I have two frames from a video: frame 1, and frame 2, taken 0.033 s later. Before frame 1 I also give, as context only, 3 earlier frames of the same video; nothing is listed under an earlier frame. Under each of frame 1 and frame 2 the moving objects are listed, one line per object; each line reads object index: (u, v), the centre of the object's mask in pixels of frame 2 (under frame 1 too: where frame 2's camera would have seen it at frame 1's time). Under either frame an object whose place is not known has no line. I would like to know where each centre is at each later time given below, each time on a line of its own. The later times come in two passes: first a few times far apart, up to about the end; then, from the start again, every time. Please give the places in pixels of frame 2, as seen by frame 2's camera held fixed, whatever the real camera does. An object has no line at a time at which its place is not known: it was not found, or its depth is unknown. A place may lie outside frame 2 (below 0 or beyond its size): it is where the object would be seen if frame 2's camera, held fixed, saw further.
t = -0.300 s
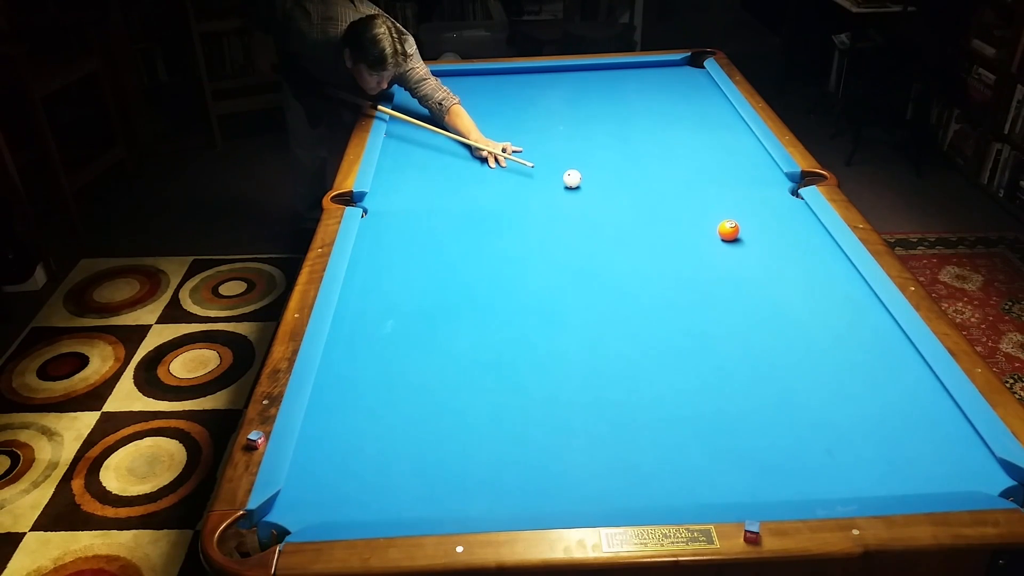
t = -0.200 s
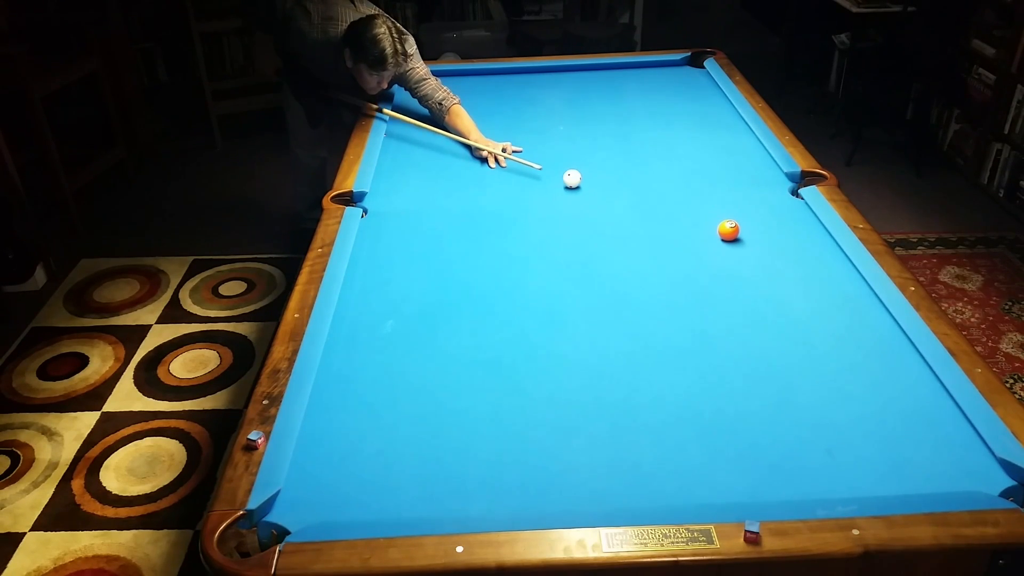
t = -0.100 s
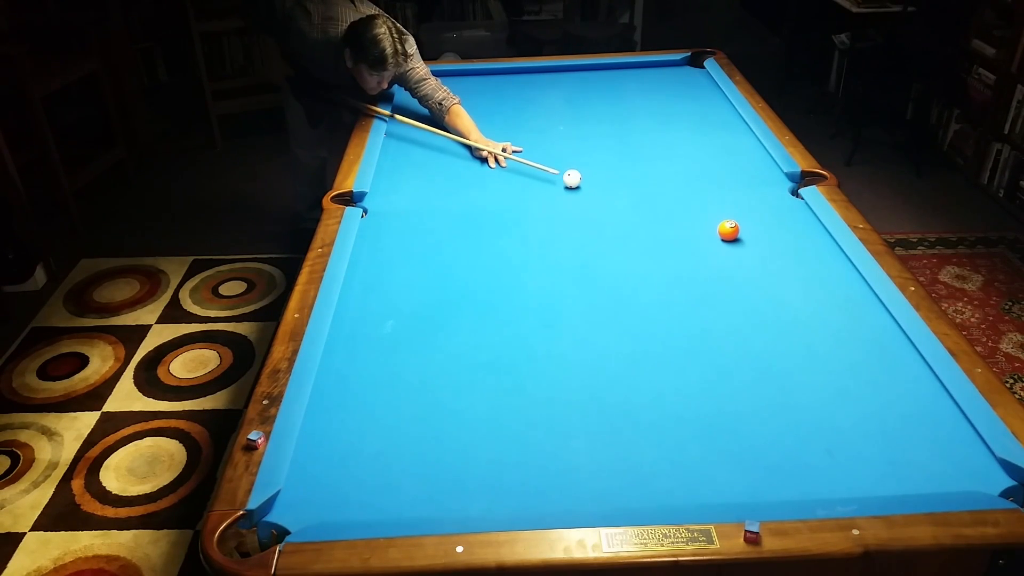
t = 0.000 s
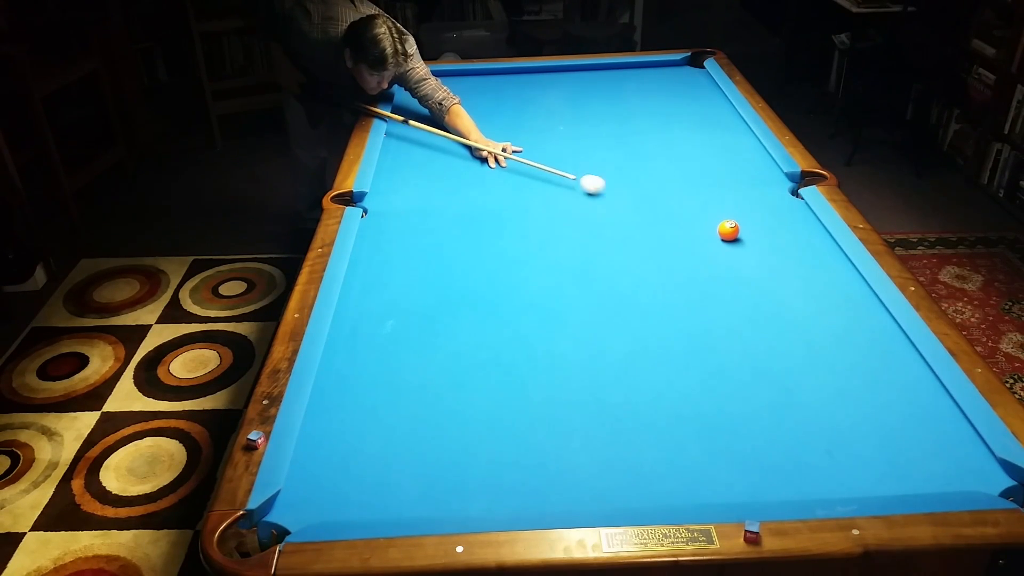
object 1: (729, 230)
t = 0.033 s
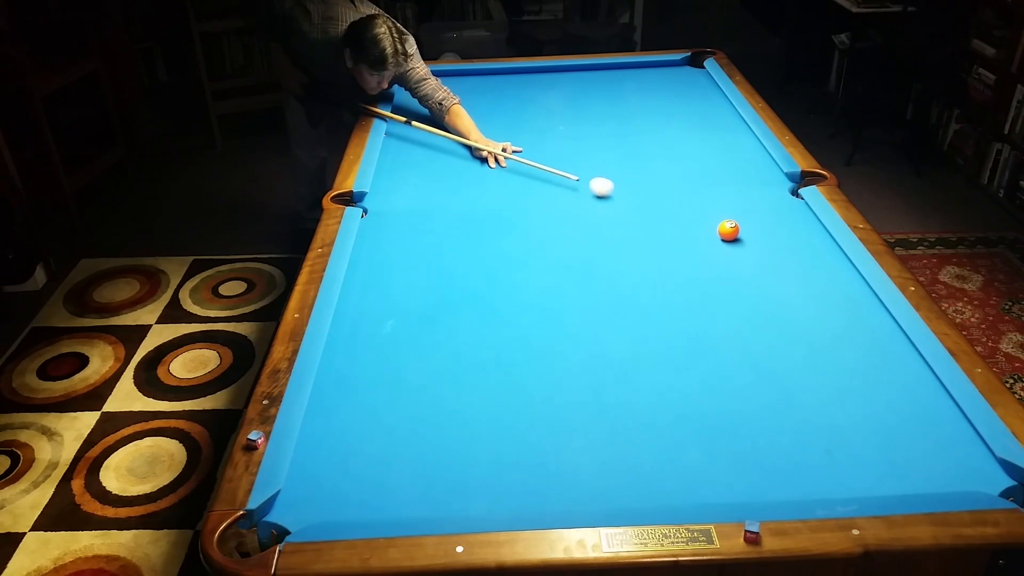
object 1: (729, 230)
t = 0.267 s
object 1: (729, 230)
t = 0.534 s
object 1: (737, 239)
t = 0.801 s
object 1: (762, 261)
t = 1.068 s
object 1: (788, 284)
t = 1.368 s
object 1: (819, 310)
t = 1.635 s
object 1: (846, 334)
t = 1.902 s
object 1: (875, 358)
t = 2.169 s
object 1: (902, 382)
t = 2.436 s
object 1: (929, 406)
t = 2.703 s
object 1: (955, 428)
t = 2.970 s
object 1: (968, 448)
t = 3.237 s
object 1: (974, 464)
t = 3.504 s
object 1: (981, 477)
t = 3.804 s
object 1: (987, 483)
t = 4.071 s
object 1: (991, 483)
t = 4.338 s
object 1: (994, 483)
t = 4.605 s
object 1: (996, 483)
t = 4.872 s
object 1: (996, 483)
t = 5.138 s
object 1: (997, 483)
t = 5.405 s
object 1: (997, 483)
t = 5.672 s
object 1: (997, 483)
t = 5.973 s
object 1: (997, 483)
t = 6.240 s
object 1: (997, 483)
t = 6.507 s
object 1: (997, 483)
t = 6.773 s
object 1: (996, 483)
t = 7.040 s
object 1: (997, 483)
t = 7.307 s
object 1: (997, 483)
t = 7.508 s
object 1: (997, 483)
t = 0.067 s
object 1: (729, 230)
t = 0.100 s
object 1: (729, 230)
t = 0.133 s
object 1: (729, 230)
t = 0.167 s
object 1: (729, 230)
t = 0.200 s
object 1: (729, 230)
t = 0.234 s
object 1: (729, 230)
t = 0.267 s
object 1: (729, 230)
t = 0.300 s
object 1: (729, 230)
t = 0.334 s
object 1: (729, 231)
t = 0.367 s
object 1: (729, 231)
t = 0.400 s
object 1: (729, 230)
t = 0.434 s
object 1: (728, 231)
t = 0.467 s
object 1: (731, 232)
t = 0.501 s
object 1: (734, 236)
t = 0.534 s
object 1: (737, 239)
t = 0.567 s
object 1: (740, 241)
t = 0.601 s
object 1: (743, 244)
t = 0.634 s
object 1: (746, 247)
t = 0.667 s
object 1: (749, 250)
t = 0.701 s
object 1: (752, 252)
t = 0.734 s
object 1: (755, 255)
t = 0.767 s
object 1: (759, 258)
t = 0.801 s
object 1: (762, 261)
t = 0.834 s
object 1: (765, 264)
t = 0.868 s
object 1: (768, 266)
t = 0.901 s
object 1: (772, 269)
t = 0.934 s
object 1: (775, 272)
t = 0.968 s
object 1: (778, 275)
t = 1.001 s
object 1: (781, 278)
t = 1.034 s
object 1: (784, 281)
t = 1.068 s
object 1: (788, 284)
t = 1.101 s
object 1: (791, 287)
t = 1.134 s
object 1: (795, 290)
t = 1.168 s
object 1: (798, 292)
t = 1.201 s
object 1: (801, 296)
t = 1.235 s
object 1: (805, 299)
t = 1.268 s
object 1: (808, 302)
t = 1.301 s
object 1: (812, 304)
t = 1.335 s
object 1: (815, 307)
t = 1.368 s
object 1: (819, 310)
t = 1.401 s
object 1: (822, 313)
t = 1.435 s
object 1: (825, 316)
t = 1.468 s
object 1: (829, 319)
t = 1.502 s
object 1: (833, 322)
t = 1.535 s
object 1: (836, 325)
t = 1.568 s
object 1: (839, 328)
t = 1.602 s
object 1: (843, 331)
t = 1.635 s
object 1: (846, 334)
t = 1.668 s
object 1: (850, 337)
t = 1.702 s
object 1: (854, 340)
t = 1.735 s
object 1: (857, 343)
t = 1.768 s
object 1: (861, 346)
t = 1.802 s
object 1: (864, 350)
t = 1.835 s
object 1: (868, 352)
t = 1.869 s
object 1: (871, 355)
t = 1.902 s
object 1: (875, 358)
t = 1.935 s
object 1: (878, 361)
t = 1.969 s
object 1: (882, 364)
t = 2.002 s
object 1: (885, 367)
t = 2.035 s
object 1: (889, 370)
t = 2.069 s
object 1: (892, 373)
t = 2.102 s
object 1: (895, 376)
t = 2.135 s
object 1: (899, 379)
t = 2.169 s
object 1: (902, 382)
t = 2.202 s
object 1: (905, 385)
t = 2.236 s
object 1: (909, 388)
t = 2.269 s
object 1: (912, 391)
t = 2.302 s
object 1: (916, 394)
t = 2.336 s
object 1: (919, 397)
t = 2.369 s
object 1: (922, 400)
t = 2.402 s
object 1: (926, 403)
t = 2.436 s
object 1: (929, 406)
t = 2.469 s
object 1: (932, 408)
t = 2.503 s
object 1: (935, 411)
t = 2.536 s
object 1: (939, 414)
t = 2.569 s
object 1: (942, 417)
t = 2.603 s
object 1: (945, 420)
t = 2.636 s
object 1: (949, 423)
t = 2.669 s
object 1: (952, 426)
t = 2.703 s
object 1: (955, 428)
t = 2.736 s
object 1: (958, 431)
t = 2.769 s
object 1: (962, 434)
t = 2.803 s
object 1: (964, 436)
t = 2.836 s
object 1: (964, 439)
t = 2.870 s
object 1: (965, 441)
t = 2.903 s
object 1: (966, 443)
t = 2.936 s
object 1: (967, 445)
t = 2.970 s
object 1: (968, 448)
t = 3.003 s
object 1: (969, 450)
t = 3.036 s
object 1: (970, 452)
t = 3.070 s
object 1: (970, 454)
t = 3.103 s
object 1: (971, 456)
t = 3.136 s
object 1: (972, 458)
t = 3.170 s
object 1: (973, 460)
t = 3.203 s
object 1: (974, 462)
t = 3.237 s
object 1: (974, 464)
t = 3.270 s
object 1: (975, 465)
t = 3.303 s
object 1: (976, 467)
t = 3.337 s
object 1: (977, 469)
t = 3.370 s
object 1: (978, 471)
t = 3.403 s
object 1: (978, 473)
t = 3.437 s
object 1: (979, 475)
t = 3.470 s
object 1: (980, 476)
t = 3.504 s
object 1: (981, 477)
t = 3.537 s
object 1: (981, 478)
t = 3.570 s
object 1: (982, 479)
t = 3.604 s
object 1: (983, 480)
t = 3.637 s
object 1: (983, 481)
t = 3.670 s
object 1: (984, 482)
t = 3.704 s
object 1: (985, 483)
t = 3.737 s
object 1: (985, 483)
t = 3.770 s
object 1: (986, 483)
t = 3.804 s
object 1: (987, 483)
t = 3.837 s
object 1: (988, 483)
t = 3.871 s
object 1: (988, 483)
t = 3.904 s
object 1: (989, 483)
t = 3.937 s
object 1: (989, 483)
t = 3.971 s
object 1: (990, 483)
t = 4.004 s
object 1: (990, 483)
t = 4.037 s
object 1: (991, 483)
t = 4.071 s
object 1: (991, 483)
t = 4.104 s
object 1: (992, 483)
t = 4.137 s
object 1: (992, 483)
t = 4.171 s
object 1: (993, 483)
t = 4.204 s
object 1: (993, 483)
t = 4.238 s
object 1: (994, 483)
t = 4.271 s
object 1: (994, 483)
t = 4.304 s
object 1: (994, 483)
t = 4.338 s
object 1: (994, 483)
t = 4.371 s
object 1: (995, 483)
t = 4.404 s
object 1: (995, 483)
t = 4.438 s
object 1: (995, 483)
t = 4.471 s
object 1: (995, 483)
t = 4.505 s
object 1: (996, 483)
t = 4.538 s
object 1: (996, 483)
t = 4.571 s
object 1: (996, 483)
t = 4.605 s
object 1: (996, 483)
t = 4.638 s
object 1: (996, 483)
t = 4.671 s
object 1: (996, 483)
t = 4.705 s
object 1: (996, 483)
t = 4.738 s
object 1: (996, 483)
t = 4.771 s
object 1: (996, 483)
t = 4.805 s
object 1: (996, 483)
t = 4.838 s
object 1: (996, 483)
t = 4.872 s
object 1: (996, 483)
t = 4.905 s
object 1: (996, 483)
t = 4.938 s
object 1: (997, 483)
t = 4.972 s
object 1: (997, 483)
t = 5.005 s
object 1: (997, 483)
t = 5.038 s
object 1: (997, 483)
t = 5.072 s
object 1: (997, 483)
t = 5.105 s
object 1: (997, 483)
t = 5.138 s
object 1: (997, 483)
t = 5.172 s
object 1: (997, 483)
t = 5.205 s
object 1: (997, 483)
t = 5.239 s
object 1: (997, 483)
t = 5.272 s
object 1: (997, 483)
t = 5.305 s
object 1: (997, 483)
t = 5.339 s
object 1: (997, 483)
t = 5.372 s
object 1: (997, 483)
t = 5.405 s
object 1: (997, 483)
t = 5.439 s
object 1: (997, 483)
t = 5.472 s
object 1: (996, 483)
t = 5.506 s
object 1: (996, 483)
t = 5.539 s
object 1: (996, 483)
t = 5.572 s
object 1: (996, 483)
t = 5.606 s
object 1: (996, 483)
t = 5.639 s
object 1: (996, 483)
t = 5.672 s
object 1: (997, 483)
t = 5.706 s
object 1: (996, 483)
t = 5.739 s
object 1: (997, 483)
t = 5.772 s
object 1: (996, 483)
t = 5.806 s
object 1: (997, 483)
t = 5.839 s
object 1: (997, 483)
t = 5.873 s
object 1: (997, 483)
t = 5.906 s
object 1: (996, 483)
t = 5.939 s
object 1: (997, 483)
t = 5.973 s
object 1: (997, 483)
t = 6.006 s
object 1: (997, 483)
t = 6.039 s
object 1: (997, 483)
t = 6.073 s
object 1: (996, 483)
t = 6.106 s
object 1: (997, 483)
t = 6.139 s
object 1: (996, 483)
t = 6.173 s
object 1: (997, 483)
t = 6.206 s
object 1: (997, 483)
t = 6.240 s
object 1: (997, 483)
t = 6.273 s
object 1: (997, 483)
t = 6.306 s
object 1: (996, 483)
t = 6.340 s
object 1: (997, 483)
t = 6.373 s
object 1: (996, 483)
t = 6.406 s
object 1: (997, 483)
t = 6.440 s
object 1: (997, 483)
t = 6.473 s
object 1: (997, 483)
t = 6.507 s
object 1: (997, 483)
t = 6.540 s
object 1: (997, 483)
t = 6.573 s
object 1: (997, 483)
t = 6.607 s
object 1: (997, 483)
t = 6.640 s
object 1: (996, 483)
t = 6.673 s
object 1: (996, 483)
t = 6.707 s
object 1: (996, 483)
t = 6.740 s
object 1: (996, 483)
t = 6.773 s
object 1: (996, 483)
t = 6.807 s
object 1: (997, 483)
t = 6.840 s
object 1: (996, 483)
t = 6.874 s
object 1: (997, 483)
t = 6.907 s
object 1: (997, 483)
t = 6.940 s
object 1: (997, 483)
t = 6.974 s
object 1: (997, 483)
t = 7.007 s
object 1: (997, 483)
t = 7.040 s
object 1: (997, 483)
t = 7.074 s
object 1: (997, 483)
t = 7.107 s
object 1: (997, 483)
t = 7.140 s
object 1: (997, 483)
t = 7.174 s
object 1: (997, 483)
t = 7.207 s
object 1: (997, 483)
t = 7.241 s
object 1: (997, 483)
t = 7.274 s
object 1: (997, 483)
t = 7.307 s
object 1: (997, 483)
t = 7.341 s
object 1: (997, 483)
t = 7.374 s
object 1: (997, 483)
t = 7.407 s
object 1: (997, 483)
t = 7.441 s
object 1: (997, 483)
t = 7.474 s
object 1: (997, 483)
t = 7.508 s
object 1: (997, 483)
